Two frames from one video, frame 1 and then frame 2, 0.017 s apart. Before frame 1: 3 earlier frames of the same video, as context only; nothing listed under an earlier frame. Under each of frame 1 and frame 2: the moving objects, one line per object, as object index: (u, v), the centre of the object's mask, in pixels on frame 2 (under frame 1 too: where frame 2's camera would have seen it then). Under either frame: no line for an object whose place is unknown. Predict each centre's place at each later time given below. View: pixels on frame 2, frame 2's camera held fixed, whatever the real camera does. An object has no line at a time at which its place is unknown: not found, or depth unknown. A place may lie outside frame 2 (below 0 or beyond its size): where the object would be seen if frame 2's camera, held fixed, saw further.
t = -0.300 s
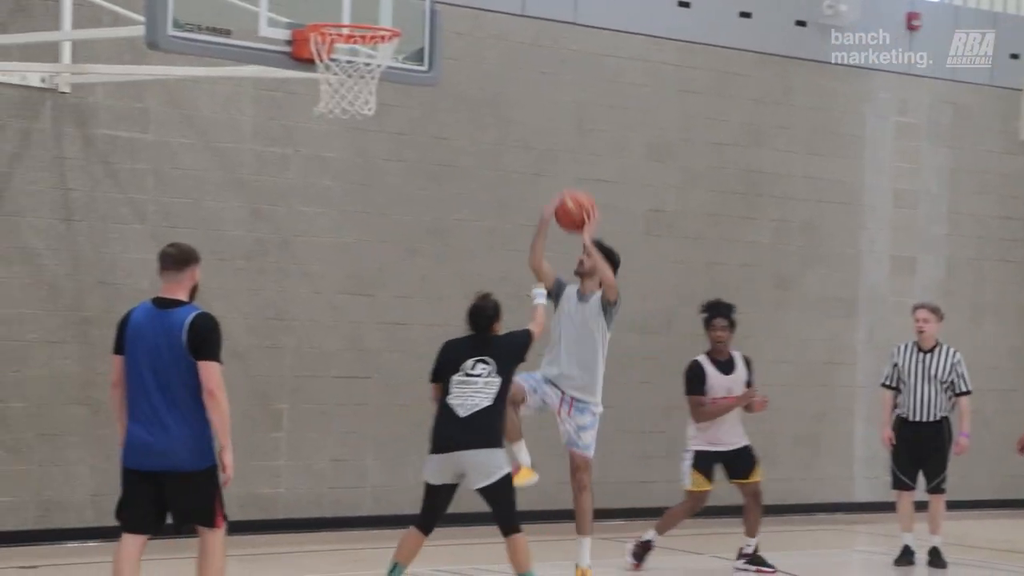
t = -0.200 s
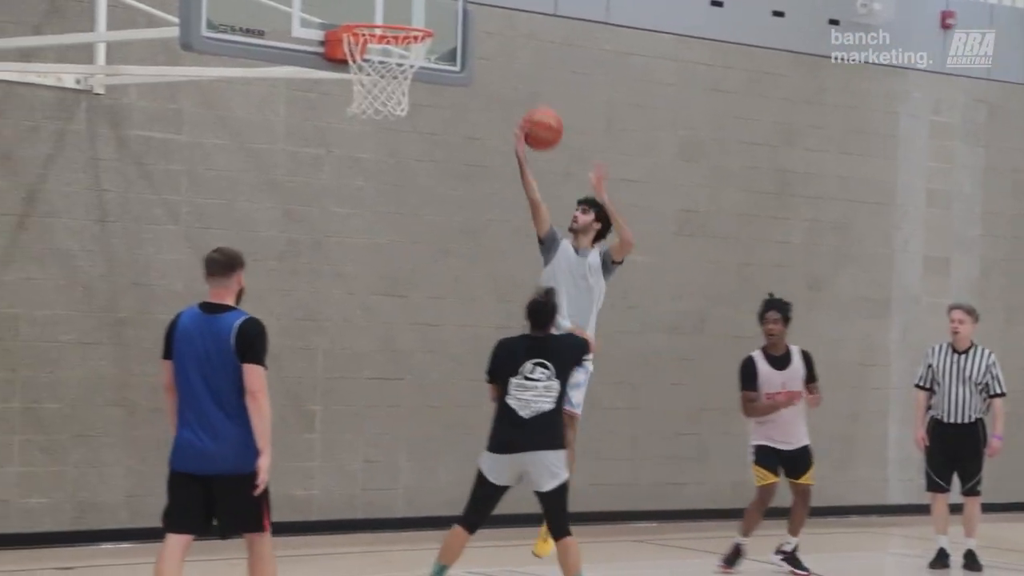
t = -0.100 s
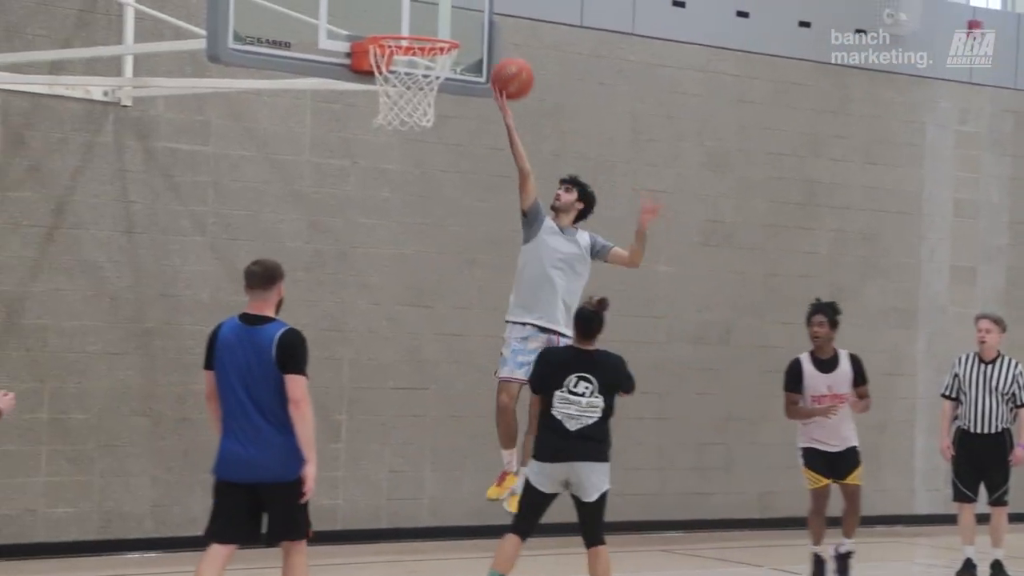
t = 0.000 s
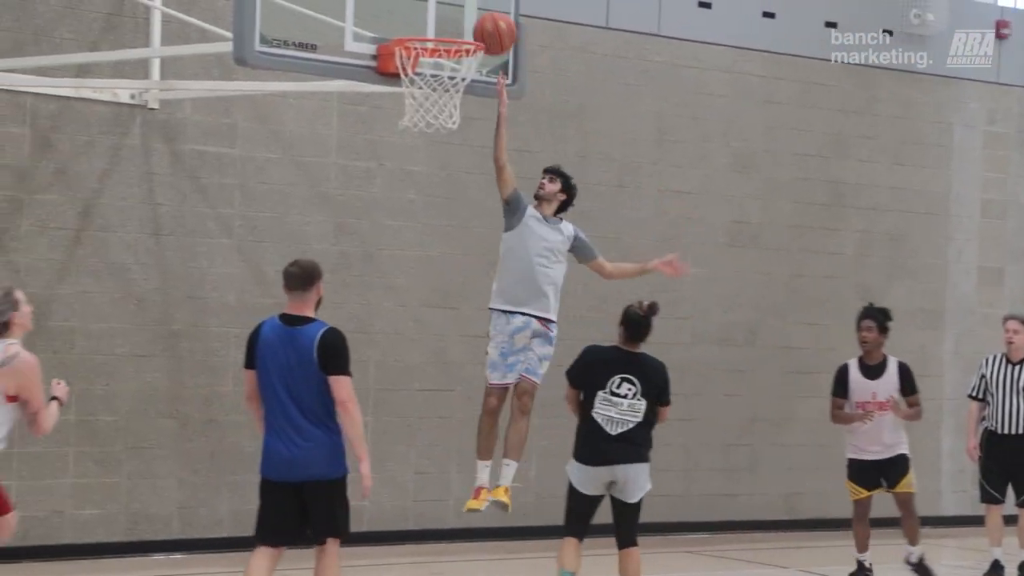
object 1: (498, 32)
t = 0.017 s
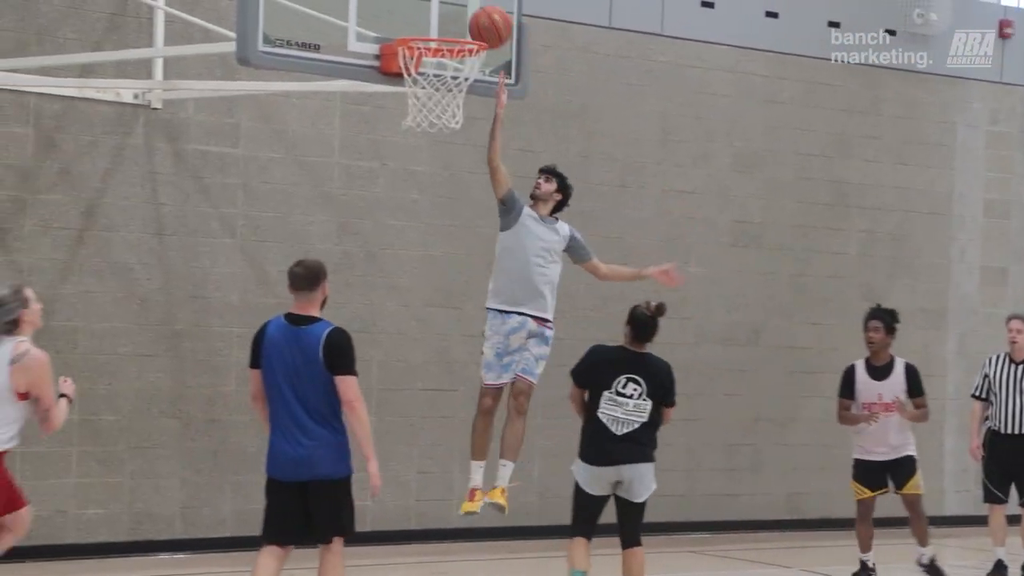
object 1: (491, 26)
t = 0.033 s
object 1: (482, 21)
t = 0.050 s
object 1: (475, 18)
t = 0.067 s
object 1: (467, 14)
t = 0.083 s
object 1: (462, 11)
